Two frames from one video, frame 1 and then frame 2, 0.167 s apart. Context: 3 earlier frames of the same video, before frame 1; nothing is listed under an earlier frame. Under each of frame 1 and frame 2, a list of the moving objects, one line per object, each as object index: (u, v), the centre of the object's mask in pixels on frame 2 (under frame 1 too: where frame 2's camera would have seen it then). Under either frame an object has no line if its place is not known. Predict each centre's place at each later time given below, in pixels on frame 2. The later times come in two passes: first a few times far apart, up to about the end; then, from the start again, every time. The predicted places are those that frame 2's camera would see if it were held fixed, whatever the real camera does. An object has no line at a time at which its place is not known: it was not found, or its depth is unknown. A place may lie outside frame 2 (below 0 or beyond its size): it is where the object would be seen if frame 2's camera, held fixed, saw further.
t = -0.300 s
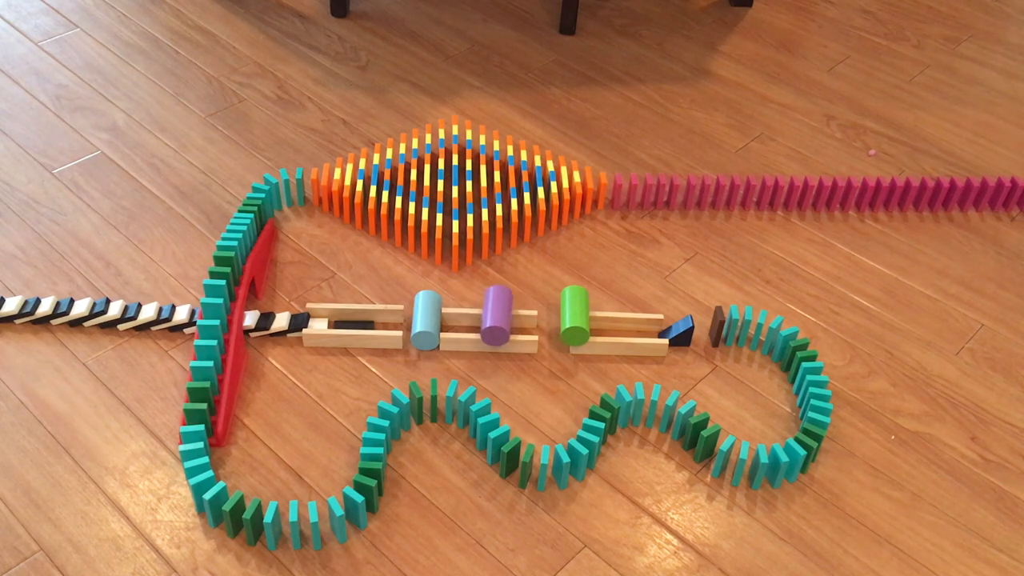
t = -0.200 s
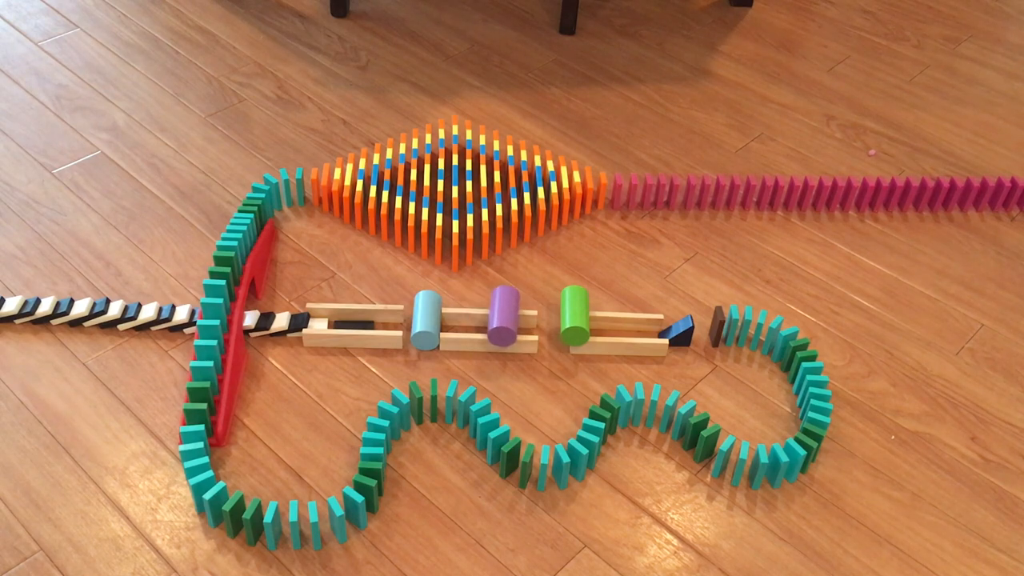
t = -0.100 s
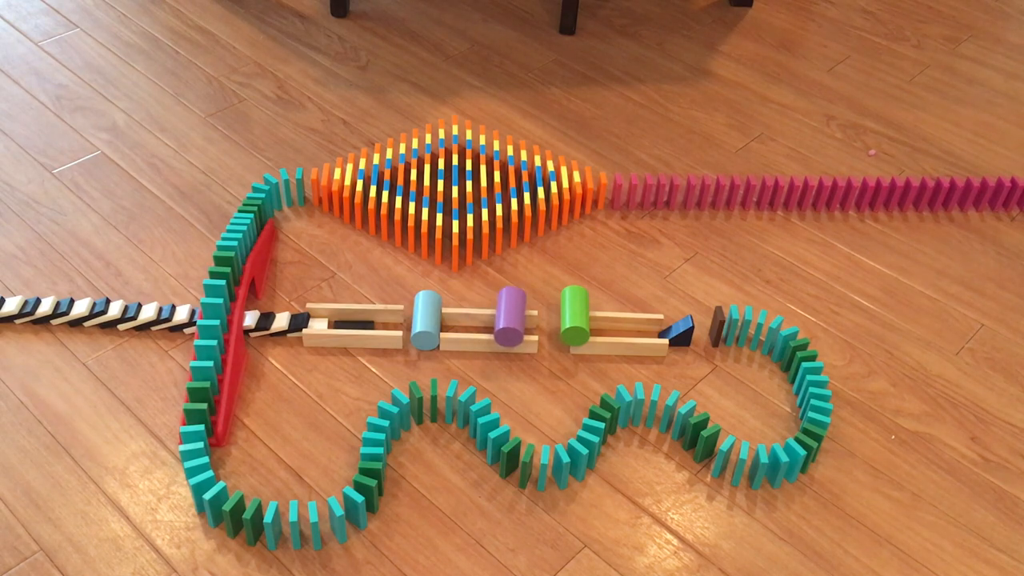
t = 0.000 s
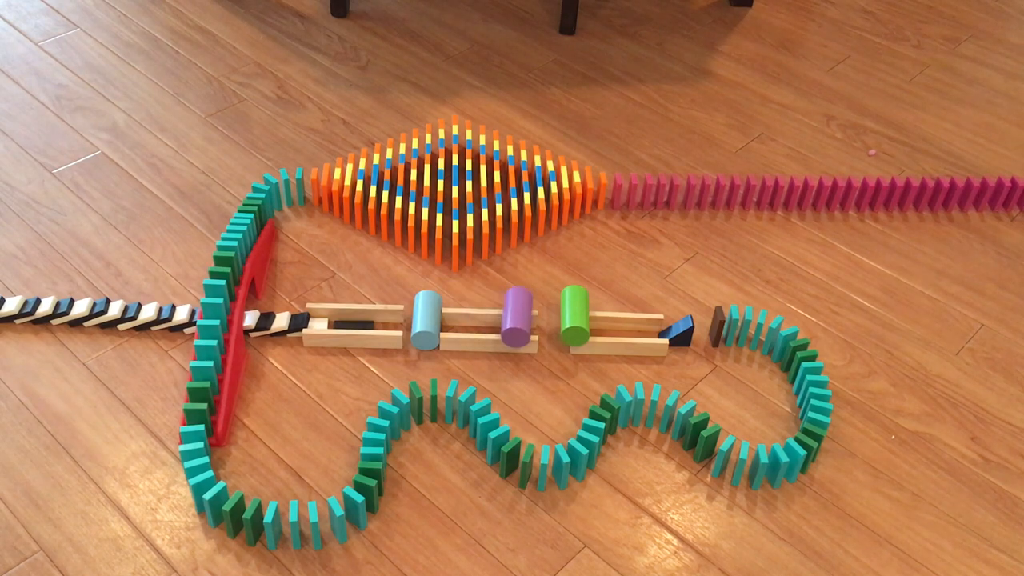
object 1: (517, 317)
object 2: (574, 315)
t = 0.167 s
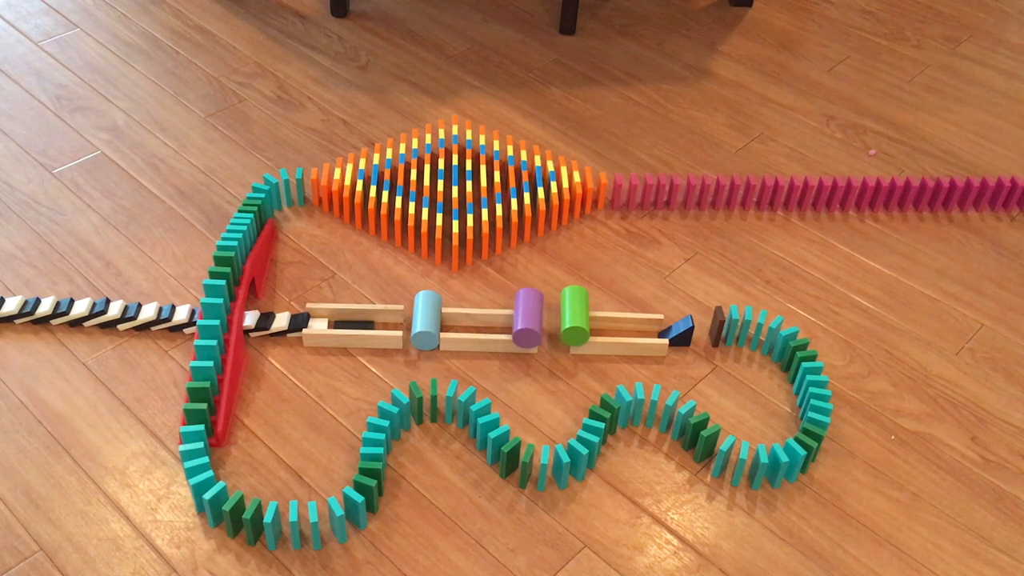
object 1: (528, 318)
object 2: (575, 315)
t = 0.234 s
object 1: (532, 318)
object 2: (575, 316)
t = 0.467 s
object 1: (552, 330)
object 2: (581, 316)
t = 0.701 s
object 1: (557, 335)
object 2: (598, 316)
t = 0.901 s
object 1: (555, 335)
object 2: (612, 316)
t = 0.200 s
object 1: (530, 318)
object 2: (575, 315)
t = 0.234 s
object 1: (532, 318)
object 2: (575, 316)
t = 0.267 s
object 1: (534, 318)
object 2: (575, 315)
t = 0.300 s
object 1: (537, 318)
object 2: (575, 315)
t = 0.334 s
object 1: (539, 319)
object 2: (575, 316)
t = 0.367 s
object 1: (542, 319)
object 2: (575, 315)
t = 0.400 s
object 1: (545, 320)
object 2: (575, 316)
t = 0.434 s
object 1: (549, 323)
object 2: (578, 316)
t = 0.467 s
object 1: (552, 330)
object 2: (581, 316)
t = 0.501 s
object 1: (555, 333)
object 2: (583, 316)
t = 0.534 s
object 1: (557, 335)
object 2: (586, 316)
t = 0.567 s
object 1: (558, 335)
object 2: (589, 316)
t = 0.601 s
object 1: (558, 335)
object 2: (591, 316)
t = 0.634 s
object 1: (558, 335)
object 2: (594, 316)
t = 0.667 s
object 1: (557, 335)
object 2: (596, 316)
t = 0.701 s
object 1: (557, 335)
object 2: (598, 316)
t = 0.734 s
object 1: (557, 335)
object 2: (601, 316)
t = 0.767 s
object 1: (556, 335)
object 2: (603, 316)
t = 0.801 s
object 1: (556, 335)
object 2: (606, 316)
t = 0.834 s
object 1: (556, 335)
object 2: (608, 316)
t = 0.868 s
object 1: (555, 335)
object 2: (610, 316)
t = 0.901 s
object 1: (555, 335)
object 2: (612, 316)
